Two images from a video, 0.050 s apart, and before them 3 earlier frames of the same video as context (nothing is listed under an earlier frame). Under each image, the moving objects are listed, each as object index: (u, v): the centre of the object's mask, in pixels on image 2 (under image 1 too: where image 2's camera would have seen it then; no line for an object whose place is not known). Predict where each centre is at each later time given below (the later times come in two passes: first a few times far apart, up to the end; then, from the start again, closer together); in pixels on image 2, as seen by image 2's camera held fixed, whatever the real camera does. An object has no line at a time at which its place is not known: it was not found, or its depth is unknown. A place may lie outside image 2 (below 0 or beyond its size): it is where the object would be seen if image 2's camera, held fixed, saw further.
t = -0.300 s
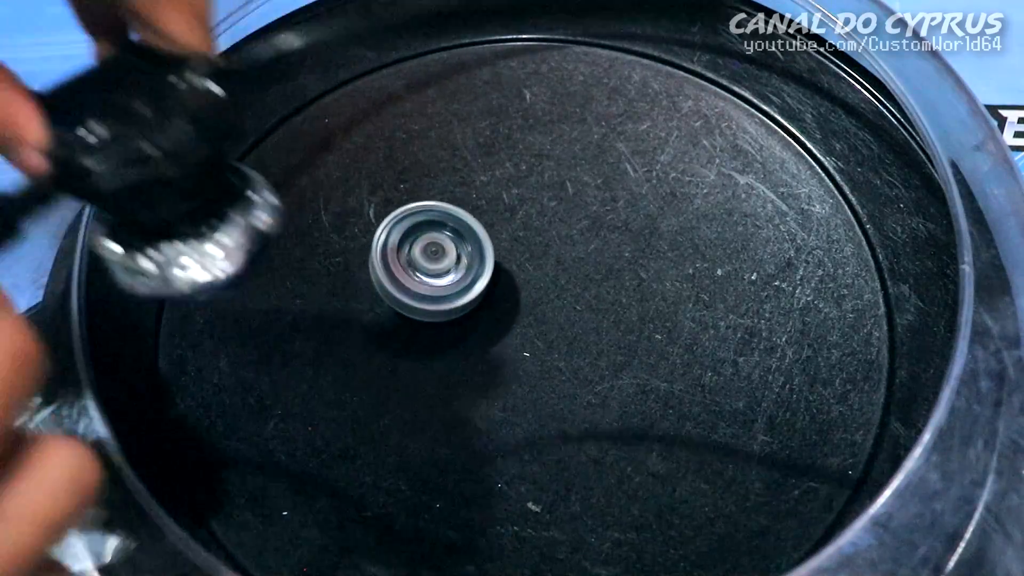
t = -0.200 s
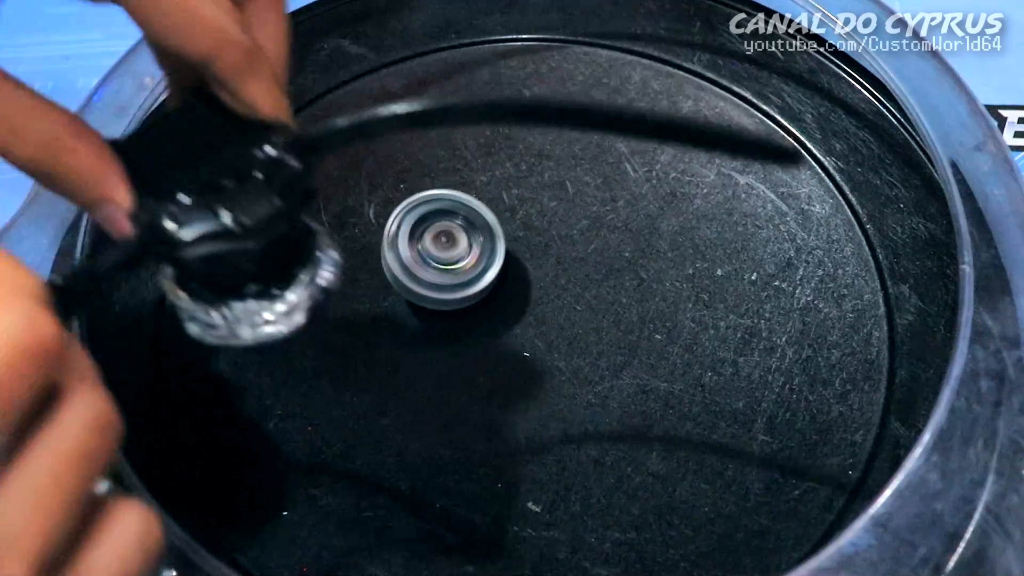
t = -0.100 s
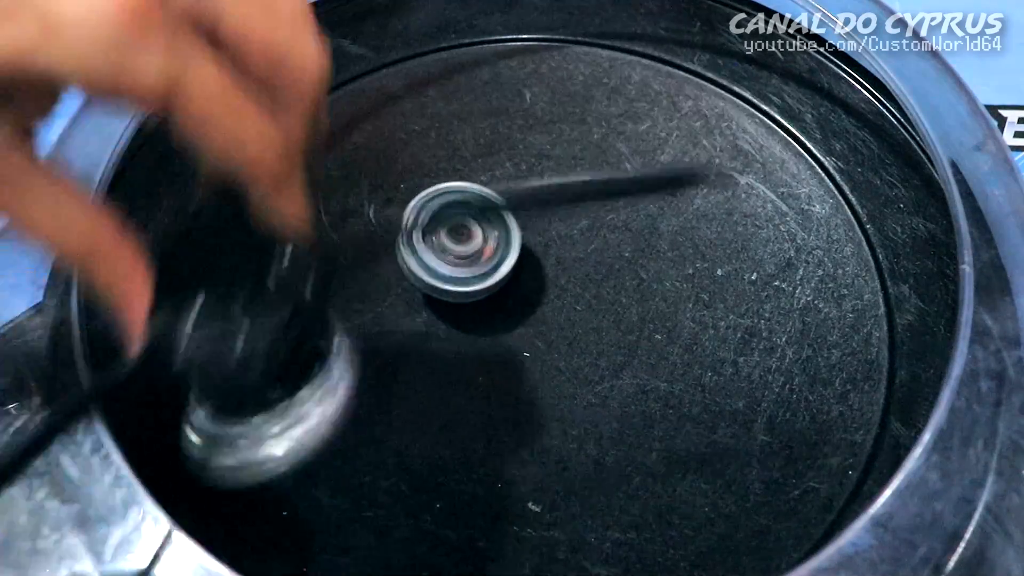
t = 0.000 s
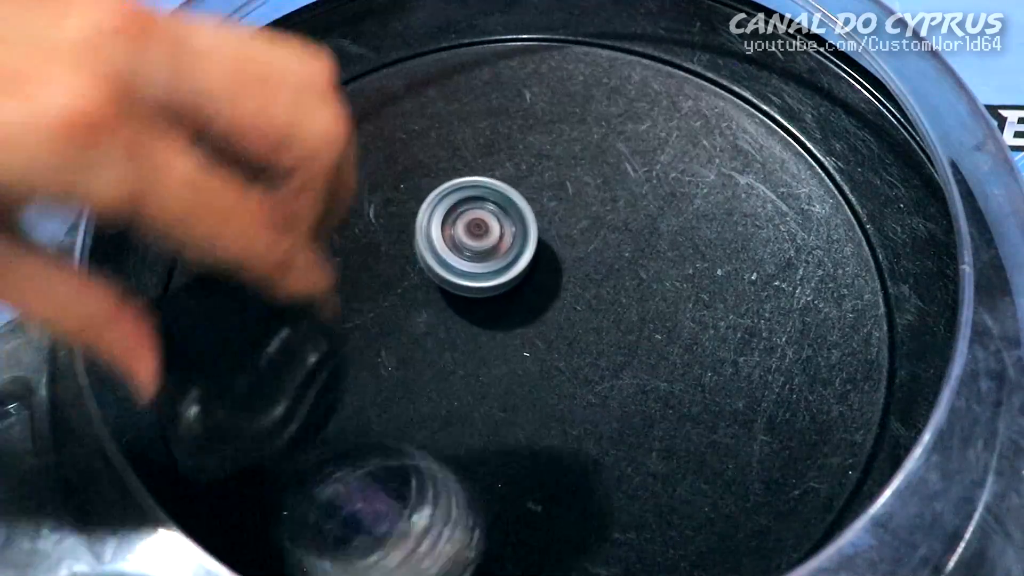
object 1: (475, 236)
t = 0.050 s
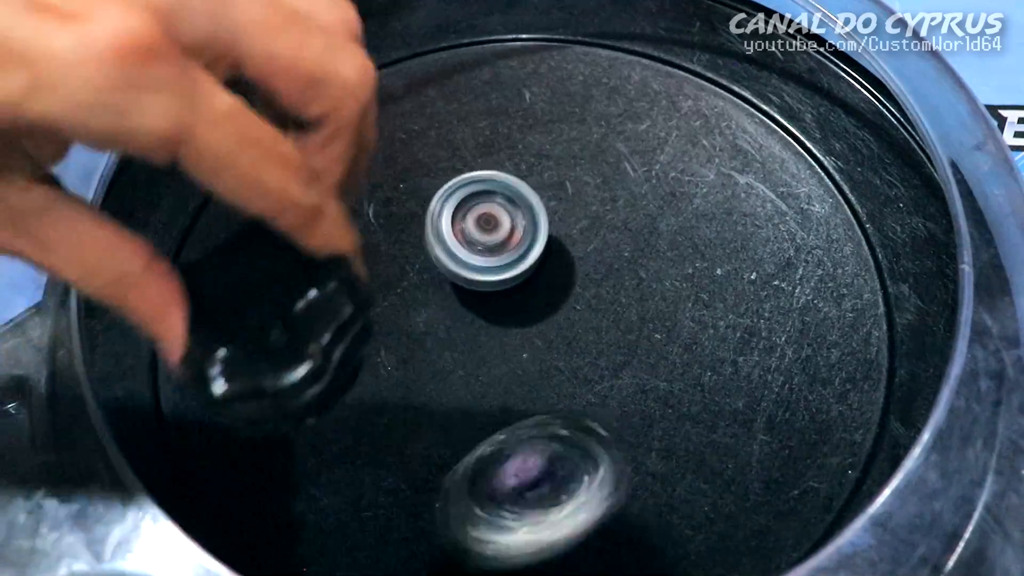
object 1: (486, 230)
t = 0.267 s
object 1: (558, 222)
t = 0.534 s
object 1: (385, 308)
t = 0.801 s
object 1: (484, 470)
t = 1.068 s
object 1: (829, 345)
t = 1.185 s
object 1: (827, 268)
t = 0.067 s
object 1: (491, 227)
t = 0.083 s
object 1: (497, 229)
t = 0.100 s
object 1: (503, 230)
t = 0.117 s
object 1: (509, 231)
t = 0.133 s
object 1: (515, 232)
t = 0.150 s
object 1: (520, 233)
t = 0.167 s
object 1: (526, 233)
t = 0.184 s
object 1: (531, 233)
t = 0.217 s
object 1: (541, 227)
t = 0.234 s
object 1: (546, 224)
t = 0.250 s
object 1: (553, 223)
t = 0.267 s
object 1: (558, 222)
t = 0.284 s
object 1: (563, 220)
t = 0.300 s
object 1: (567, 218)
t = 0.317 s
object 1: (572, 216)
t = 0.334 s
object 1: (576, 215)
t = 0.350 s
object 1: (580, 213)
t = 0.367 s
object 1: (583, 211)
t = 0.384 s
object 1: (585, 209)
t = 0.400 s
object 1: (568, 216)
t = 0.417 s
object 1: (541, 227)
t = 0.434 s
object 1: (514, 239)
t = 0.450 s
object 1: (489, 251)
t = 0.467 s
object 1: (464, 264)
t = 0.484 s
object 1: (441, 275)
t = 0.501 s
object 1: (421, 286)
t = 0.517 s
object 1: (402, 296)
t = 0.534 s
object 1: (385, 308)
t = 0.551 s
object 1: (371, 318)
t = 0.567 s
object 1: (360, 328)
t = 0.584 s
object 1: (351, 338)
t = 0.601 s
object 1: (344, 349)
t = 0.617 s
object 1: (341, 359)
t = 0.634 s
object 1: (340, 370)
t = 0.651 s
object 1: (341, 381)
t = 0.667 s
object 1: (346, 392)
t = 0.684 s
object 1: (353, 404)
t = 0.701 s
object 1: (363, 415)
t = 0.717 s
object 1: (376, 426)
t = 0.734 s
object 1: (391, 437)
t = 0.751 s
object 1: (410, 447)
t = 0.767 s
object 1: (432, 455)
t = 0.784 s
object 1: (456, 464)
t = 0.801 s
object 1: (484, 470)
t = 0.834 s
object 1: (542, 476)
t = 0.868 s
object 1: (600, 476)
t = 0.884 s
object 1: (629, 472)
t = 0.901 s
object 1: (657, 467)
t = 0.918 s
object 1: (682, 461)
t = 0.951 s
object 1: (730, 442)
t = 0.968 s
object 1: (752, 431)
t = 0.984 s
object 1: (772, 419)
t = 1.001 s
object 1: (788, 405)
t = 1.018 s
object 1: (803, 391)
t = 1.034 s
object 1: (814, 375)
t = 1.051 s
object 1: (823, 360)
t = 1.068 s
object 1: (829, 345)
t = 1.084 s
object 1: (833, 331)
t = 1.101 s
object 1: (834, 320)
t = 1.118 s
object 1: (835, 308)
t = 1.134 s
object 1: (834, 297)
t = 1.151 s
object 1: (833, 287)
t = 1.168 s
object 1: (830, 277)
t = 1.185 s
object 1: (827, 268)
